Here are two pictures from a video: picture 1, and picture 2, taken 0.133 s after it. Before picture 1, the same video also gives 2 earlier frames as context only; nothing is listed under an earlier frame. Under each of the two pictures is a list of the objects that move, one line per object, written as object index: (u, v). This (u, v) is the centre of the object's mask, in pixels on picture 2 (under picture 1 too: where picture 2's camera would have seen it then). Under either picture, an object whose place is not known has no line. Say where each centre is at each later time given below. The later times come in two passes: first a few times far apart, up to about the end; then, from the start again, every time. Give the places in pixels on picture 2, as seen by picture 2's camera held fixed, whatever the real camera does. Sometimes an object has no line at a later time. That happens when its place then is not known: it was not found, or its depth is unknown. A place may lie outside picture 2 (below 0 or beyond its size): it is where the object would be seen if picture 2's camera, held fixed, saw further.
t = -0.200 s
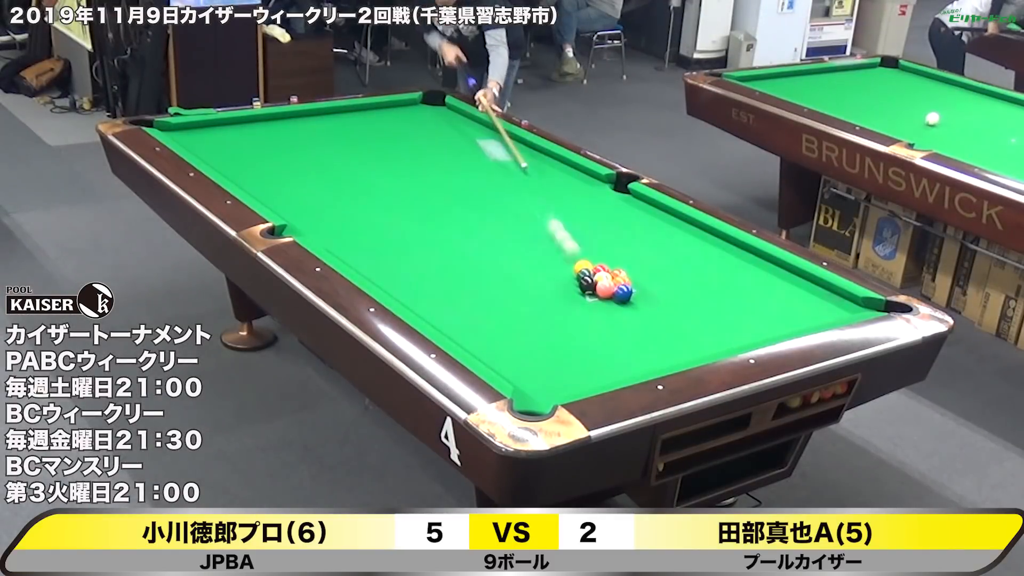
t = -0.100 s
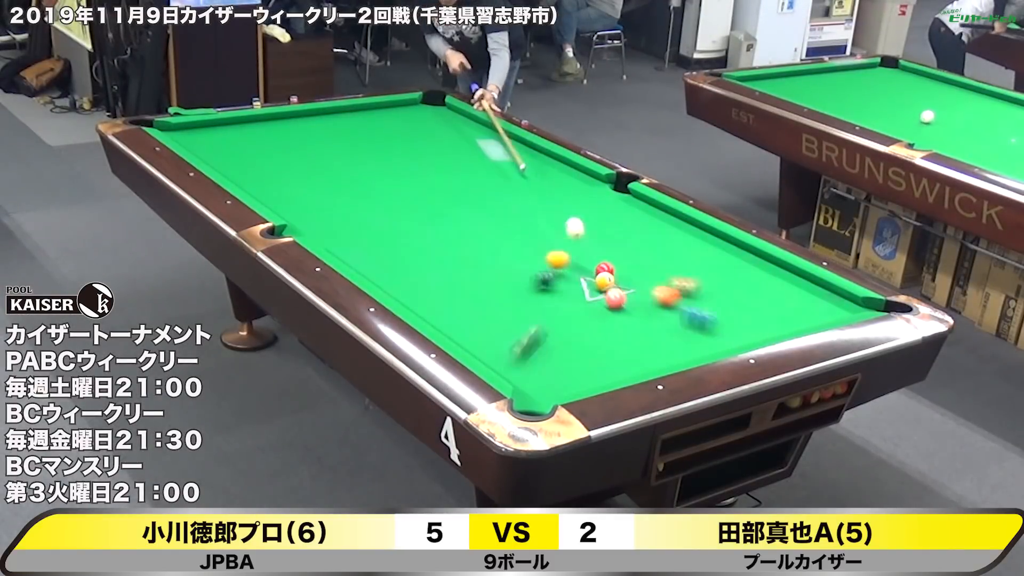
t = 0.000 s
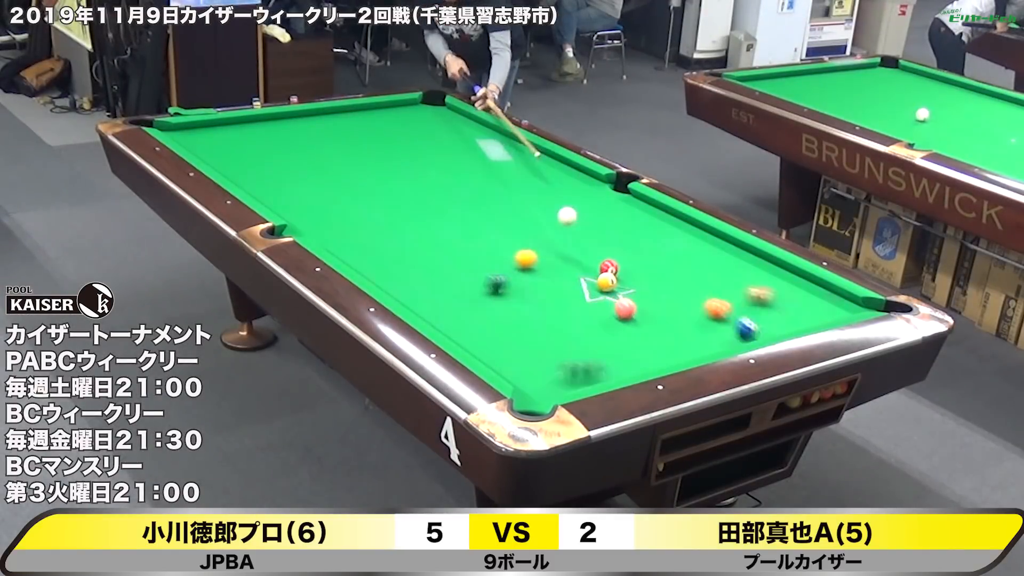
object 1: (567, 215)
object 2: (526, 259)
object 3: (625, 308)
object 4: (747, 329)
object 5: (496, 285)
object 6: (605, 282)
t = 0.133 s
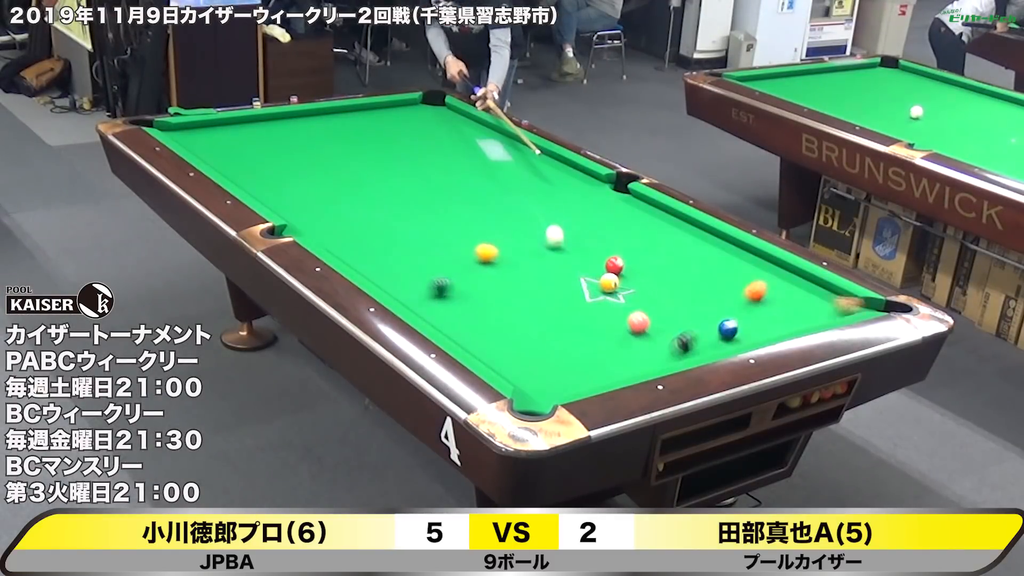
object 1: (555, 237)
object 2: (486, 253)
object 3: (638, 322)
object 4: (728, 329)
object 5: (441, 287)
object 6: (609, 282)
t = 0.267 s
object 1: (548, 226)
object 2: (448, 247)
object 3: (652, 336)
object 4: (749, 336)
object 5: (388, 287)
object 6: (611, 283)
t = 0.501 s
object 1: (540, 229)
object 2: (383, 235)
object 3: (671, 356)
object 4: (742, 322)
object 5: (416, 267)
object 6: (614, 284)
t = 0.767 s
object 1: (536, 229)
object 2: (311, 223)
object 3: (638, 346)
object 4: (734, 302)
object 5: (446, 245)
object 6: (615, 284)
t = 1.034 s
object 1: (533, 230)
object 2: (291, 209)
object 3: (608, 335)
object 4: (727, 285)
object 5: (472, 226)
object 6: (615, 285)
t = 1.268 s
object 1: (533, 230)
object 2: (295, 196)
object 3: (584, 326)
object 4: (722, 271)
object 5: (493, 210)
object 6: (616, 285)
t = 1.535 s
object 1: (533, 230)
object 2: (299, 183)
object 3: (559, 317)
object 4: (716, 257)
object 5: (514, 194)
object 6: (616, 285)
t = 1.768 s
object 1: (533, 230)
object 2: (302, 173)
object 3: (539, 310)
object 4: (711, 246)
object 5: (531, 181)
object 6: (616, 285)
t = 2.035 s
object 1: (533, 229)
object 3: (518, 302)
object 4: (707, 235)
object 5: (548, 168)
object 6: (616, 285)
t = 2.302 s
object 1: (533, 230)
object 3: (500, 295)
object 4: (696, 227)
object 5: (552, 160)
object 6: (616, 285)
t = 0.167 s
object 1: (553, 227)
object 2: (476, 251)
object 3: (642, 326)
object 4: (725, 331)
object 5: (426, 288)
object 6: (610, 283)
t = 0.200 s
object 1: (551, 224)
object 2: (467, 250)
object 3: (645, 329)
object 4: (729, 333)
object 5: (413, 289)
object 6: (610, 283)
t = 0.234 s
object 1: (550, 223)
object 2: (457, 248)
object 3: (648, 333)
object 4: (739, 335)
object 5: (399, 289)
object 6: (610, 283)
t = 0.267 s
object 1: (548, 226)
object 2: (448, 247)
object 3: (652, 336)
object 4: (749, 336)
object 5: (388, 287)
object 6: (611, 283)
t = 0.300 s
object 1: (545, 231)
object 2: (438, 245)
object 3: (655, 340)
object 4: (749, 335)
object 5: (391, 285)
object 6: (612, 283)
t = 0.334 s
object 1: (544, 228)
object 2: (429, 243)
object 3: (659, 343)
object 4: (748, 333)
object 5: (396, 282)
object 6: (612, 283)
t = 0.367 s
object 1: (542, 228)
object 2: (419, 242)
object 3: (662, 348)
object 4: (747, 332)
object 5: (400, 279)
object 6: (612, 283)
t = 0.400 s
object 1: (542, 229)
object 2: (410, 240)
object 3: (666, 351)
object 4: (746, 330)
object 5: (404, 276)
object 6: (613, 283)
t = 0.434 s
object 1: (541, 229)
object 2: (401, 239)
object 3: (669, 354)
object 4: (744, 327)
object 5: (409, 273)
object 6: (613, 283)
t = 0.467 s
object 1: (540, 229)
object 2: (392, 237)
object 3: (673, 356)
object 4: (743, 324)
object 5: (412, 270)
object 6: (613, 284)
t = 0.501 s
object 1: (540, 229)
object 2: (383, 235)
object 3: (671, 356)
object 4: (742, 322)
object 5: (416, 267)
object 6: (614, 284)
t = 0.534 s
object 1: (539, 229)
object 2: (374, 234)
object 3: (666, 356)
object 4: (741, 319)
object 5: (420, 264)
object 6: (614, 284)
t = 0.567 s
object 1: (538, 229)
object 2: (364, 232)
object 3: (662, 355)
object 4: (740, 316)
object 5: (424, 261)
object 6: (614, 284)
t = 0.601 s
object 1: (538, 229)
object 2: (356, 231)
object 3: (658, 354)
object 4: (739, 314)
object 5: (428, 259)
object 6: (614, 284)
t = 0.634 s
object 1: (538, 229)
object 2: (347, 229)
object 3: (654, 353)
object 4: (738, 311)
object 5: (432, 256)
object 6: (614, 284)
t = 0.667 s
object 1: (537, 229)
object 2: (338, 228)
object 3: (650, 351)
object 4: (737, 309)
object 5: (435, 253)
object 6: (615, 284)
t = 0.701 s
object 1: (536, 229)
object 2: (329, 226)
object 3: (646, 350)
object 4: (736, 307)
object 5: (439, 250)
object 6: (615, 284)
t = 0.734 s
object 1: (536, 229)
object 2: (320, 225)
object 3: (642, 348)
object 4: (735, 304)
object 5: (442, 247)
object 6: (615, 284)
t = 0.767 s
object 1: (536, 229)
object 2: (311, 223)
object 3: (638, 346)
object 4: (734, 302)
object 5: (446, 245)
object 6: (615, 284)
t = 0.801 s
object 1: (535, 229)
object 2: (303, 222)
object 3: (634, 345)
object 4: (733, 300)
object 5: (449, 242)
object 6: (615, 285)
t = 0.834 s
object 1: (535, 229)
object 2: (295, 220)
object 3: (630, 344)
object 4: (733, 297)
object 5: (453, 240)
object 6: (615, 284)
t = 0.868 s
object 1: (534, 230)
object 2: (290, 218)
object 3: (626, 342)
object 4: (732, 295)
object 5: (456, 237)
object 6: (615, 285)
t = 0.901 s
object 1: (534, 230)
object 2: (290, 216)
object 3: (623, 341)
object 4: (731, 294)
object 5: (459, 235)
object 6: (615, 285)
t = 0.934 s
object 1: (534, 229)
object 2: (290, 214)
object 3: (619, 339)
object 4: (730, 291)
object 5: (462, 232)
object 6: (615, 285)
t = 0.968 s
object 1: (534, 230)
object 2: (290, 213)
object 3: (615, 338)
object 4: (729, 289)
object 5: (466, 230)
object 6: (615, 285)
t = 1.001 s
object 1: (534, 230)
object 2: (291, 211)
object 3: (612, 337)
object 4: (728, 287)
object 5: (469, 227)
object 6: (616, 285)
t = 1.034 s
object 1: (533, 230)
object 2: (291, 209)
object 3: (608, 335)
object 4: (727, 285)
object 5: (472, 226)
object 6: (615, 285)
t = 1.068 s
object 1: (533, 230)
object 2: (292, 207)
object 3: (604, 334)
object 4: (726, 283)
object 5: (475, 223)
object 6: (615, 285)
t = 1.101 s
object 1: (533, 230)
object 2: (293, 205)
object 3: (601, 333)
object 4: (725, 281)
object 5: (479, 220)
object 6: (616, 285)
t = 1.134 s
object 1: (533, 230)
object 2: (293, 203)
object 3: (598, 331)
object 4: (725, 278)
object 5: (481, 218)
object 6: (616, 285)
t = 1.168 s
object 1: (533, 230)
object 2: (294, 202)
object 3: (594, 330)
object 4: (724, 277)
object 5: (484, 216)
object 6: (616, 285)
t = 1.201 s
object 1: (533, 230)
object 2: (294, 200)
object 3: (591, 329)
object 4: (723, 275)
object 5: (487, 214)
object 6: (616, 285)
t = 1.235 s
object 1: (533, 230)
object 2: (295, 198)
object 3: (587, 327)
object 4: (722, 273)
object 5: (489, 212)
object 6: (616, 285)
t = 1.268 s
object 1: (533, 230)
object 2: (295, 196)
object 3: (584, 326)
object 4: (722, 271)
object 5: (493, 210)
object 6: (616, 285)
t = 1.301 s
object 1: (533, 230)
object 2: (296, 195)
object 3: (581, 325)
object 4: (721, 270)
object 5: (496, 207)
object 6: (616, 285)
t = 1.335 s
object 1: (533, 230)
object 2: (296, 193)
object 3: (577, 324)
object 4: (720, 268)
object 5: (498, 206)
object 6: (616, 285)
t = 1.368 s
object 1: (533, 230)
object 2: (297, 191)
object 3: (574, 323)
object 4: (719, 266)
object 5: (501, 204)
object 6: (616, 285)
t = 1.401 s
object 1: (533, 230)
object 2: (298, 190)
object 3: (571, 322)
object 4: (718, 264)
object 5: (504, 202)
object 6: (616, 285)
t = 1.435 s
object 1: (533, 230)
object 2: (298, 188)
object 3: (568, 320)
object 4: (717, 262)
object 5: (506, 200)
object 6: (616, 285)
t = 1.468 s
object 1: (533, 230)
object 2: (298, 187)
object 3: (565, 319)
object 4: (717, 260)
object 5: (509, 198)
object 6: (616, 285)
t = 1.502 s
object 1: (533, 230)
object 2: (299, 185)
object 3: (562, 318)
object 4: (717, 259)
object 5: (511, 196)
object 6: (615, 284)
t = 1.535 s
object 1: (533, 230)
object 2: (299, 183)
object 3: (559, 317)
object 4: (716, 257)
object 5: (514, 194)
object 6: (616, 285)
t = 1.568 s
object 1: (533, 230)
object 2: (300, 182)
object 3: (556, 316)
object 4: (715, 256)
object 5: (516, 192)
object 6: (616, 285)
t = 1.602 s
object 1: (533, 230)
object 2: (300, 180)
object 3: (553, 315)
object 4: (714, 254)
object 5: (519, 190)
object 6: (616, 285)
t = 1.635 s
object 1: (533, 230)
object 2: (301, 179)
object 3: (550, 314)
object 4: (714, 252)
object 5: (522, 188)
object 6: (616, 285)
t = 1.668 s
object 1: (533, 230)
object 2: (301, 177)
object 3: (547, 312)
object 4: (713, 251)
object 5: (524, 187)
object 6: (616, 285)
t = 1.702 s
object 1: (533, 230)
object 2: (301, 176)
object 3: (545, 312)
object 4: (713, 249)
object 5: (526, 185)
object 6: (616, 285)
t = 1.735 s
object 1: (533, 230)
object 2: (302, 174)
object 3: (542, 311)
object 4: (712, 248)
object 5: (528, 183)
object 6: (616, 285)
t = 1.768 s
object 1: (533, 230)
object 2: (302, 173)
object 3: (539, 310)
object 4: (711, 246)
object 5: (531, 181)
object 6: (616, 285)
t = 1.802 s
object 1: (533, 230)
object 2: (303, 171)
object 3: (536, 308)
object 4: (711, 244)
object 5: (533, 180)
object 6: (616, 285)
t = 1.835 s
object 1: (533, 230)
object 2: (303, 170)
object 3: (533, 307)
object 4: (710, 243)
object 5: (536, 178)
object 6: (616, 285)
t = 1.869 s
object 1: (533, 230)
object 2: (303, 168)
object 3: (531, 306)
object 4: (710, 241)
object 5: (538, 176)
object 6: (616, 285)
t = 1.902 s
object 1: (533, 230)
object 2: (304, 167)
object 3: (528, 305)
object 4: (709, 240)
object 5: (540, 175)
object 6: (616, 285)
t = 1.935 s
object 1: (533, 230)
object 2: (304, 166)
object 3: (526, 304)
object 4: (709, 239)
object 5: (542, 173)
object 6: (616, 285)
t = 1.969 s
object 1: (533, 230)
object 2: (304, 164)
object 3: (523, 304)
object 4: (708, 237)
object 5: (544, 171)
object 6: (616, 285)
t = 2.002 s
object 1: (533, 230)
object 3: (521, 303)
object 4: (707, 236)
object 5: (546, 170)
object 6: (616, 285)
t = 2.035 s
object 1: (533, 229)
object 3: (518, 302)
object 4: (707, 235)
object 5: (548, 168)
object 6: (616, 285)
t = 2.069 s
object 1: (533, 230)
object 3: (516, 301)
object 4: (706, 233)
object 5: (550, 167)
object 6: (616, 285)
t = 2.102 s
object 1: (533, 230)
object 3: (513, 300)
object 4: (706, 232)
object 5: (553, 165)
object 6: (616, 285)
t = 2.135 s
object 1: (533, 230)
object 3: (511, 299)
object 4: (705, 230)
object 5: (555, 163)
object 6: (616, 285)
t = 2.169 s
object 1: (533, 230)
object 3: (509, 298)
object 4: (704, 229)
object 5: (557, 162)
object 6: (616, 285)
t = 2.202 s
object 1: (533, 230)
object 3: (506, 297)
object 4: (702, 229)
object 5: (558, 161)
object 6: (616, 285)
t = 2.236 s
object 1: (533, 230)
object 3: (504, 296)
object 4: (701, 228)
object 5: (557, 160)
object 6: (616, 285)
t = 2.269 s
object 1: (533, 230)
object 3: (502, 296)
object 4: (698, 228)
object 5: (554, 160)
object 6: (616, 285)
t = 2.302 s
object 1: (533, 230)
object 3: (500, 295)
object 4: (696, 227)
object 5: (552, 160)
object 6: (616, 285)
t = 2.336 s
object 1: (533, 230)
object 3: (497, 294)
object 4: (694, 226)
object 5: (549, 160)
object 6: (616, 285)
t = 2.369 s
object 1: (533, 230)
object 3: (495, 293)
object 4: (692, 226)
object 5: (546, 160)
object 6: (616, 285)
